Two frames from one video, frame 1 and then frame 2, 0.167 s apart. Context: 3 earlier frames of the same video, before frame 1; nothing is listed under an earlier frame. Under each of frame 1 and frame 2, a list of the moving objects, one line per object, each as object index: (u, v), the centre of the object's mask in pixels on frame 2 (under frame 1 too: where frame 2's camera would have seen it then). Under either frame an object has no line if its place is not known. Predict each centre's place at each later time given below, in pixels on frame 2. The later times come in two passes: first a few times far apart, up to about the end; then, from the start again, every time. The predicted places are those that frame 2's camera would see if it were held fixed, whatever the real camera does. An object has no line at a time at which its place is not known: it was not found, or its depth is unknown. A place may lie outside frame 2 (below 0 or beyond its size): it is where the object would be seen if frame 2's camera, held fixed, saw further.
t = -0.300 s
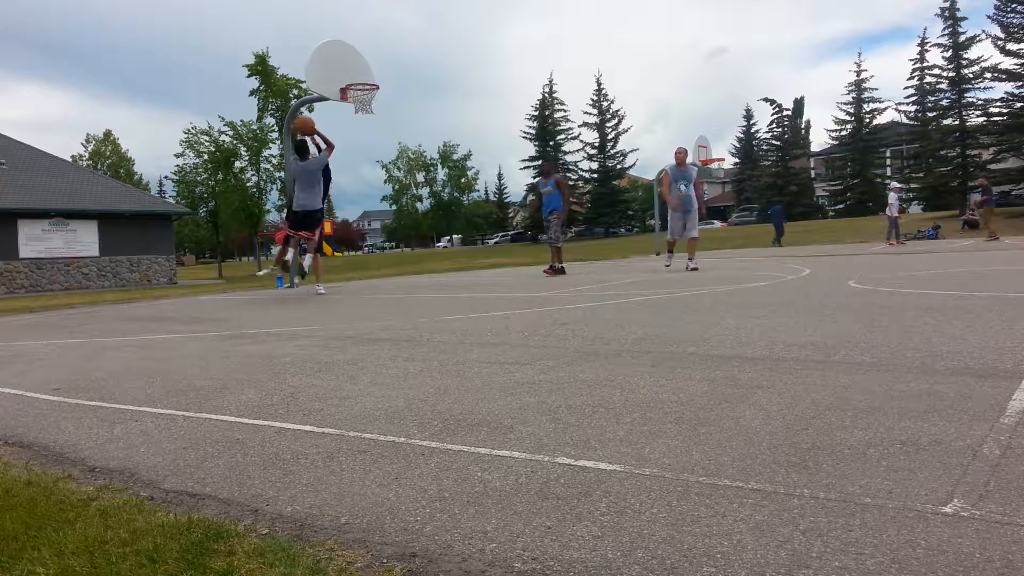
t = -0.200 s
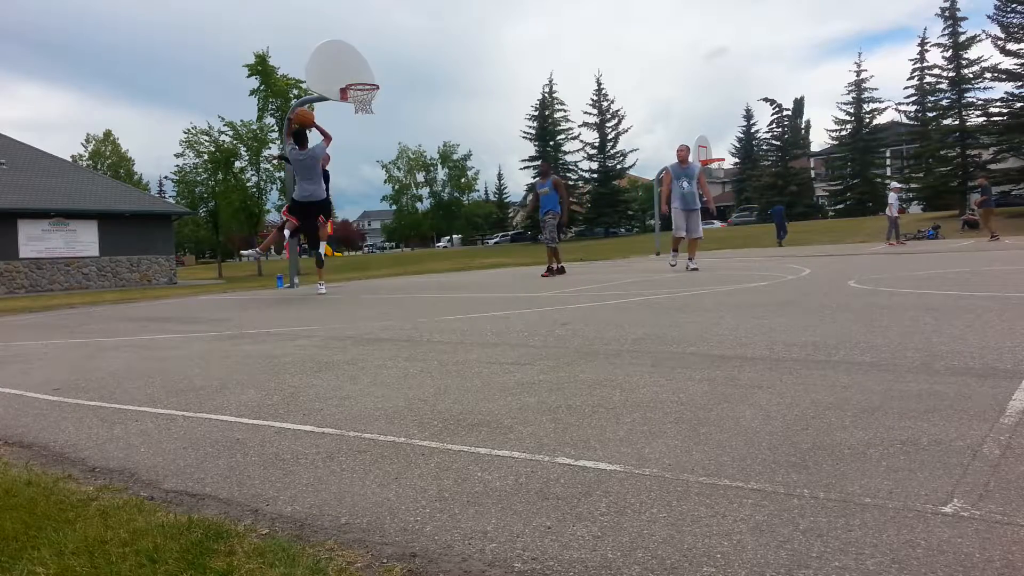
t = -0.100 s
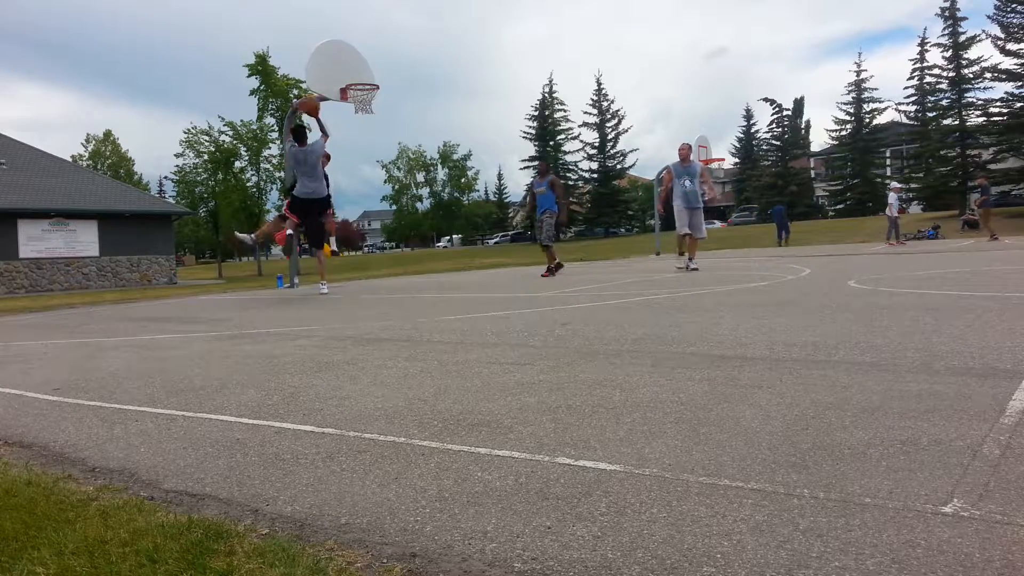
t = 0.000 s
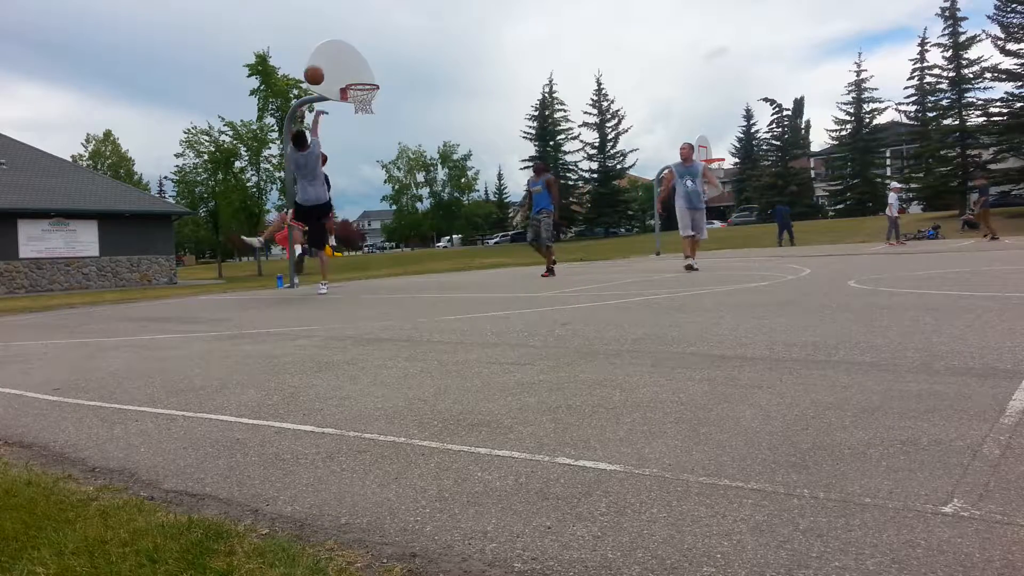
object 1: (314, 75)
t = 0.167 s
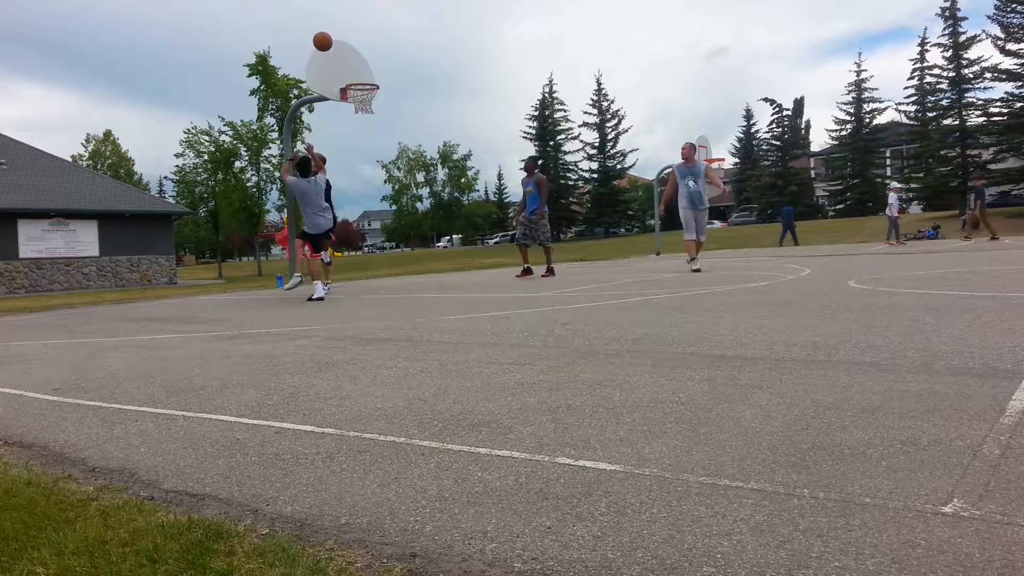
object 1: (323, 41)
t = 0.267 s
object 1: (328, 32)
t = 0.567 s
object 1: (345, 51)
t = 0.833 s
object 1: (364, 79)
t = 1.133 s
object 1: (384, 70)
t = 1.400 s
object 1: (405, 111)
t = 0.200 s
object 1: (324, 37)
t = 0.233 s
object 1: (326, 34)
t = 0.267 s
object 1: (328, 32)
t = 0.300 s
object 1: (330, 31)
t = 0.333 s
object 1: (331, 31)
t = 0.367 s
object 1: (333, 32)
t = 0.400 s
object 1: (335, 33)
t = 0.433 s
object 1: (337, 35)
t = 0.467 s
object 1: (339, 38)
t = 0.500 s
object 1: (341, 41)
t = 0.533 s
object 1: (343, 46)
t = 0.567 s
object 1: (345, 51)
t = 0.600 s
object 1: (347, 57)
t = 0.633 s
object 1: (349, 64)
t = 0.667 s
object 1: (351, 71)
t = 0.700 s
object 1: (353, 77)
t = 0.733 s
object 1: (355, 77)
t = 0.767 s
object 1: (358, 77)
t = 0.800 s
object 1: (361, 78)
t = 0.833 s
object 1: (364, 79)
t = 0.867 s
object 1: (366, 76)
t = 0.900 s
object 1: (368, 74)
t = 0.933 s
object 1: (370, 71)
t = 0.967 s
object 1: (372, 69)
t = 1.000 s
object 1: (375, 68)
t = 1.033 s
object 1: (377, 67)
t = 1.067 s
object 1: (379, 68)
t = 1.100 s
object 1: (382, 68)
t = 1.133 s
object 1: (384, 70)
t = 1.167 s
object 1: (387, 72)
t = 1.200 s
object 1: (389, 76)
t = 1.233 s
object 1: (392, 80)
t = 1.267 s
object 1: (394, 85)
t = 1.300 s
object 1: (397, 90)
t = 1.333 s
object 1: (400, 96)
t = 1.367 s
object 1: (403, 104)
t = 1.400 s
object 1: (405, 111)
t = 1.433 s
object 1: (408, 120)
